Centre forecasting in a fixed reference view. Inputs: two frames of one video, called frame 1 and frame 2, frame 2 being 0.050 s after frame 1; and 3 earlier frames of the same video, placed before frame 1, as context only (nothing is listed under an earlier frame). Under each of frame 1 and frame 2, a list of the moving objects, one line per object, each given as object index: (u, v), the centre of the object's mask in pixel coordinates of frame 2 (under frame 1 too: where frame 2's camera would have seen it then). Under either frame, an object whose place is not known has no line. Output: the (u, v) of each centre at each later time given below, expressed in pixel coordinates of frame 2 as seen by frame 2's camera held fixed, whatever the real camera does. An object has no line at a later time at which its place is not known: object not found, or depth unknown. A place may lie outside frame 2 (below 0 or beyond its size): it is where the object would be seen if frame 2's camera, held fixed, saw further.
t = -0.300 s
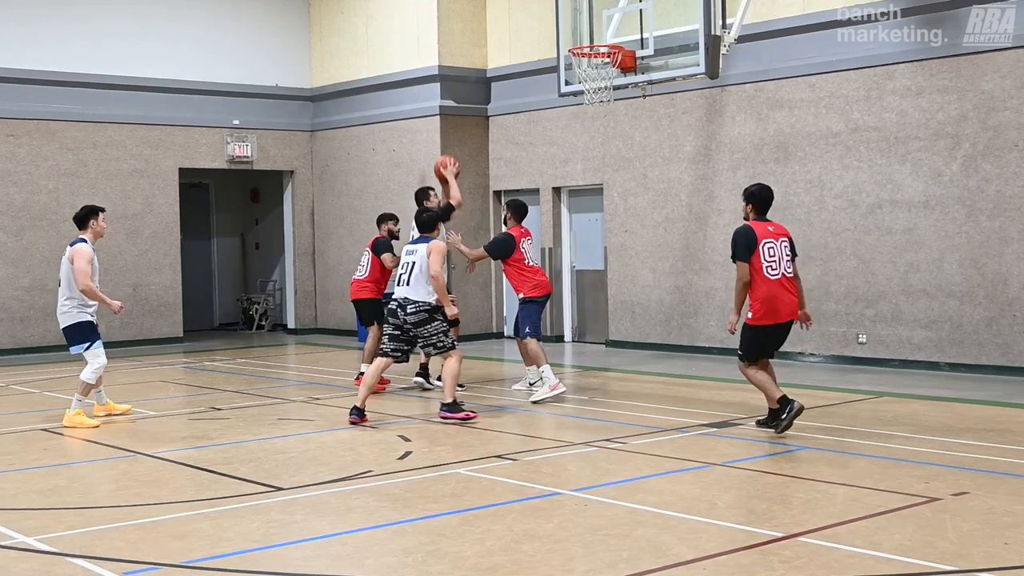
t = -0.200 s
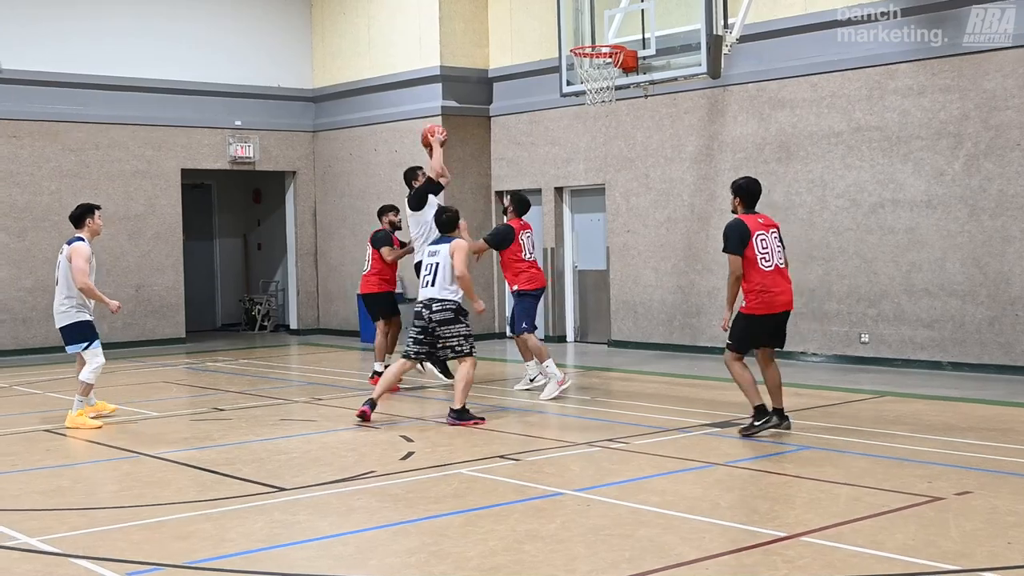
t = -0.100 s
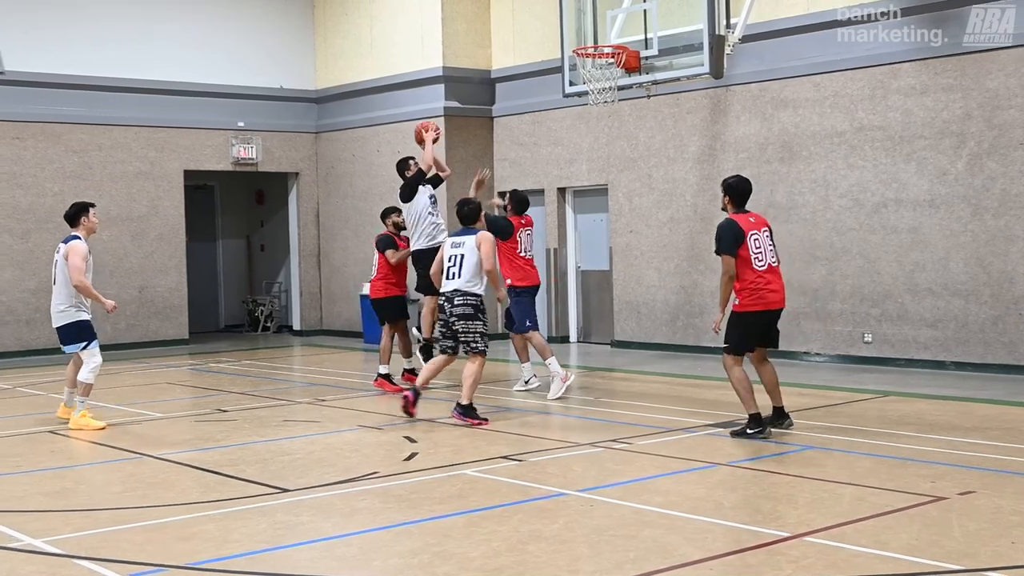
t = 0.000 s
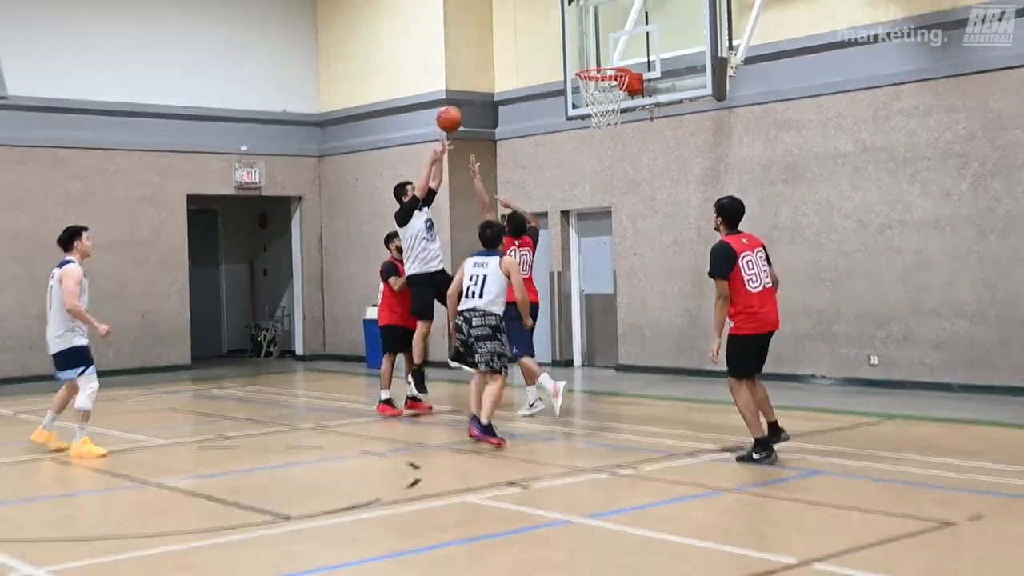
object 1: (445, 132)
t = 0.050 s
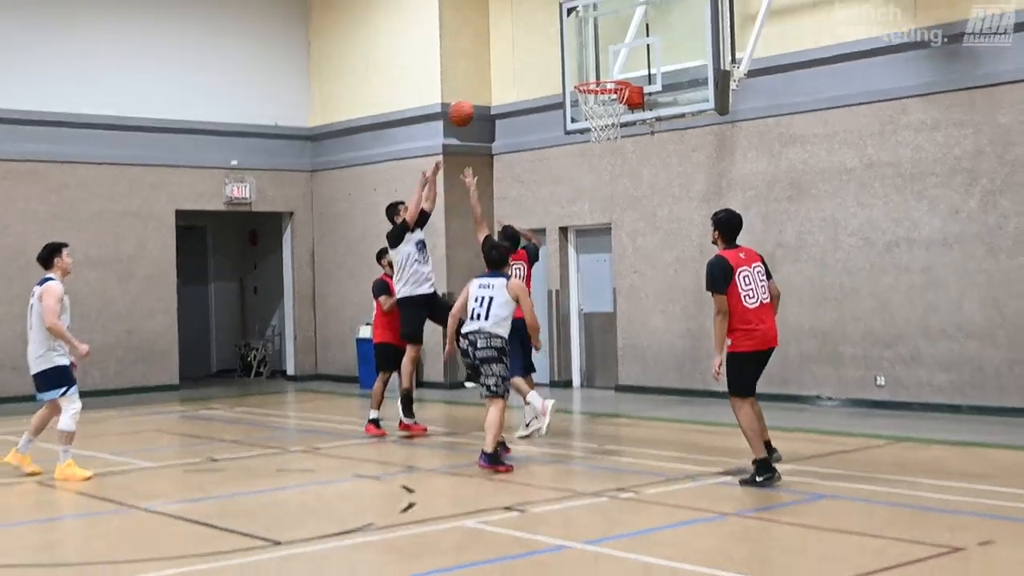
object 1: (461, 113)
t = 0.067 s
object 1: (467, 107)
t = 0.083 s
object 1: (472, 102)
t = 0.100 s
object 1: (477, 96)
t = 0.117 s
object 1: (483, 91)
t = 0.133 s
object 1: (488, 87)
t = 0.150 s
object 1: (494, 82)
